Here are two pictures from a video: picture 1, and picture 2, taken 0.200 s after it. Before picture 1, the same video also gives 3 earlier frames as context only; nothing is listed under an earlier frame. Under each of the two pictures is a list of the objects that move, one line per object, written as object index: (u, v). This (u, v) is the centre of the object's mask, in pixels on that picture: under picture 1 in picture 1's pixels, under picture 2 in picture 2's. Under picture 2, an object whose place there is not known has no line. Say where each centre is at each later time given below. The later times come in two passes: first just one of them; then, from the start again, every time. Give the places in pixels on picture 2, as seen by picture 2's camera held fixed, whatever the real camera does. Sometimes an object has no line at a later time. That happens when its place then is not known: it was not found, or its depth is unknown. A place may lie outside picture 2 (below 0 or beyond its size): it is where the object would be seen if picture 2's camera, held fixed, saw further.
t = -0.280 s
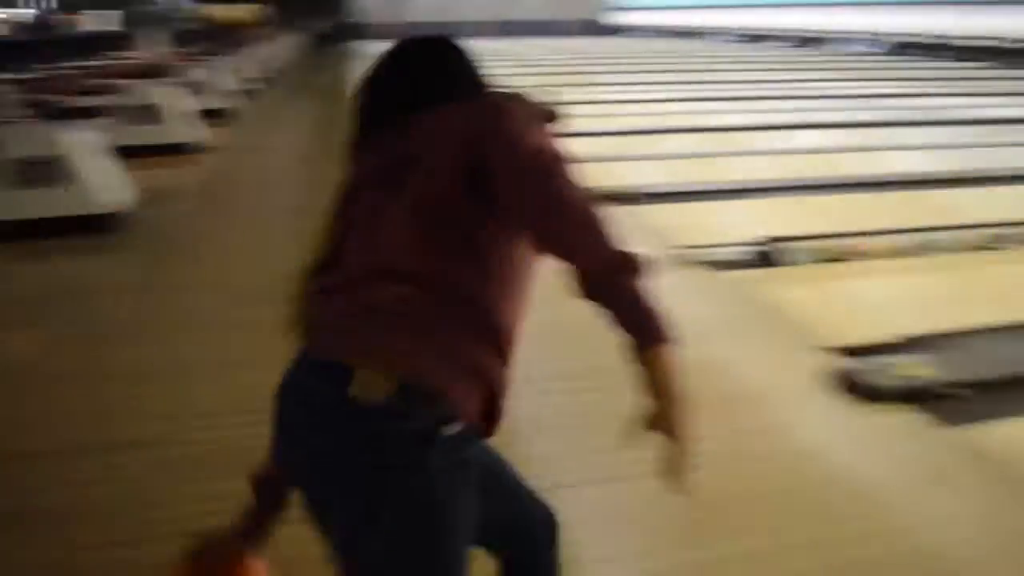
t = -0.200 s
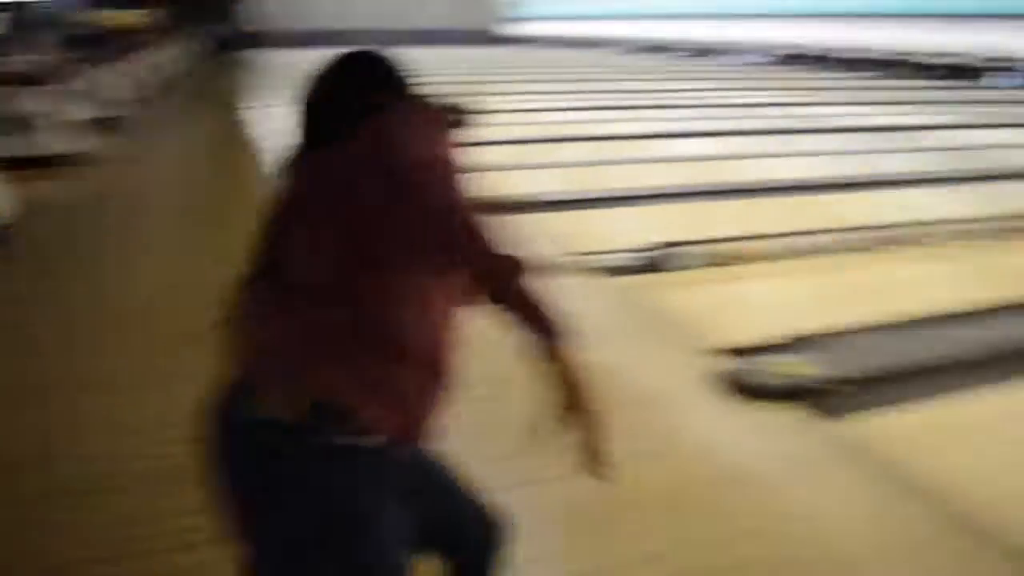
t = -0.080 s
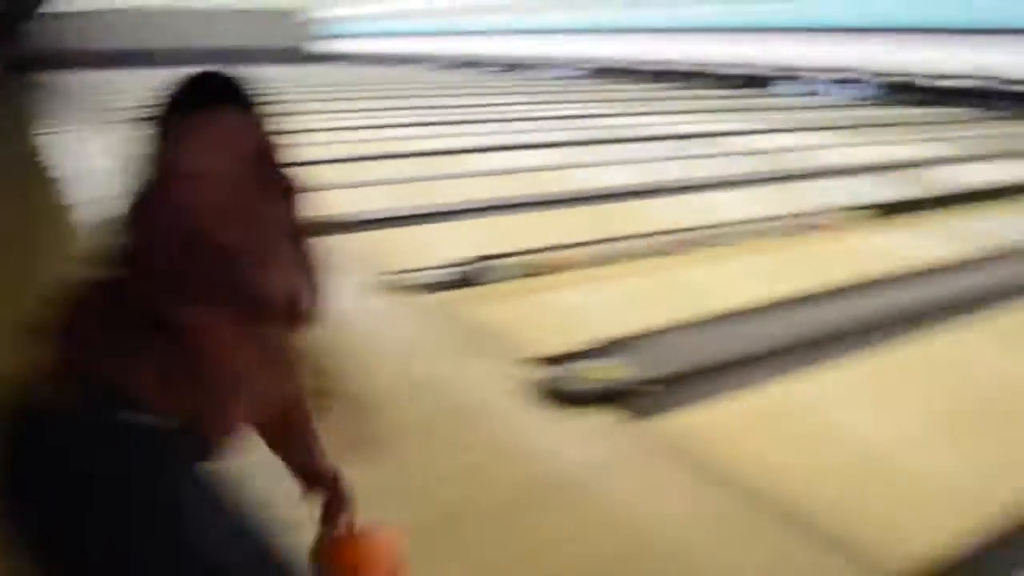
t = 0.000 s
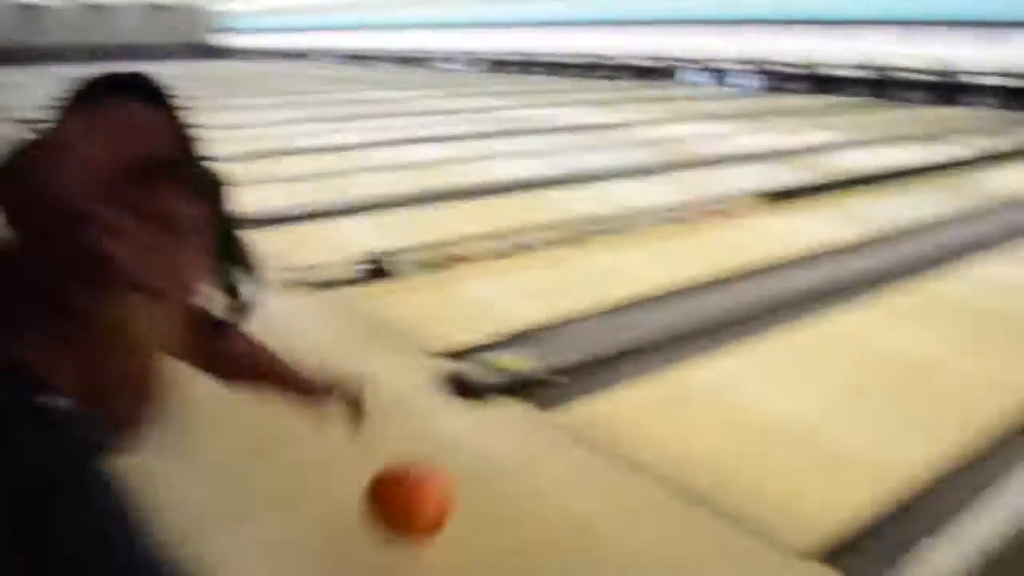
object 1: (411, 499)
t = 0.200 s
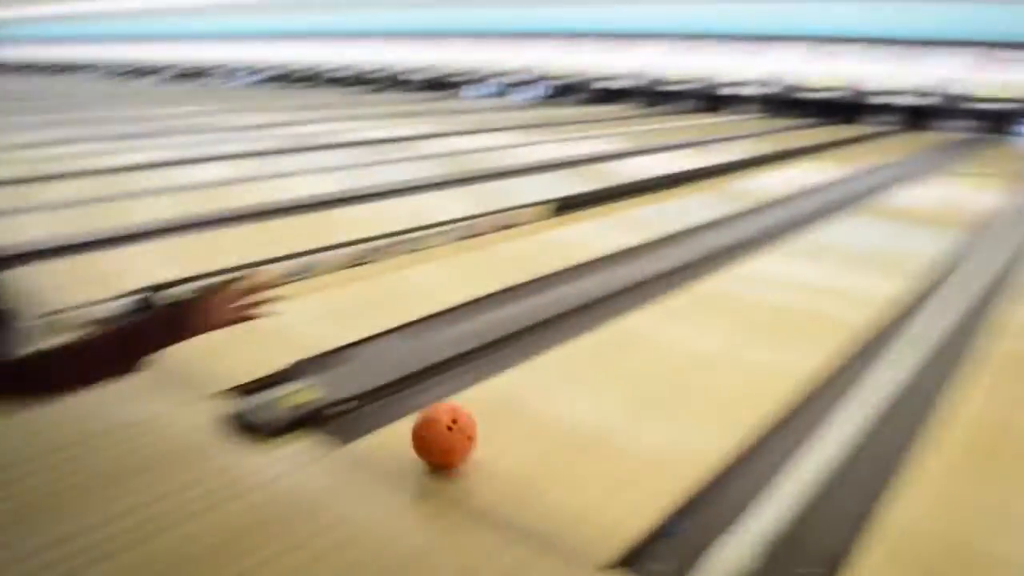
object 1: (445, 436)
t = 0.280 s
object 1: (510, 394)
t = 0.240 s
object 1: (479, 415)
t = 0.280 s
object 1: (510, 394)
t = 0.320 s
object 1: (536, 380)
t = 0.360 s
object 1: (560, 366)
